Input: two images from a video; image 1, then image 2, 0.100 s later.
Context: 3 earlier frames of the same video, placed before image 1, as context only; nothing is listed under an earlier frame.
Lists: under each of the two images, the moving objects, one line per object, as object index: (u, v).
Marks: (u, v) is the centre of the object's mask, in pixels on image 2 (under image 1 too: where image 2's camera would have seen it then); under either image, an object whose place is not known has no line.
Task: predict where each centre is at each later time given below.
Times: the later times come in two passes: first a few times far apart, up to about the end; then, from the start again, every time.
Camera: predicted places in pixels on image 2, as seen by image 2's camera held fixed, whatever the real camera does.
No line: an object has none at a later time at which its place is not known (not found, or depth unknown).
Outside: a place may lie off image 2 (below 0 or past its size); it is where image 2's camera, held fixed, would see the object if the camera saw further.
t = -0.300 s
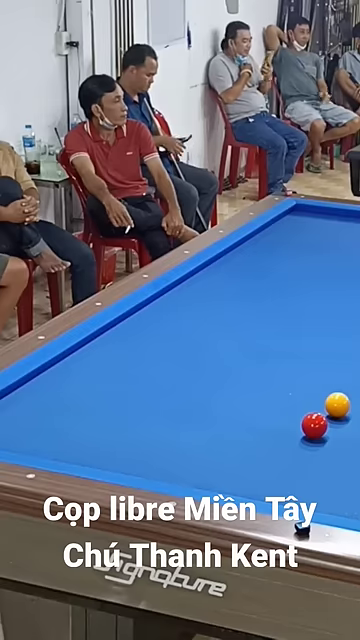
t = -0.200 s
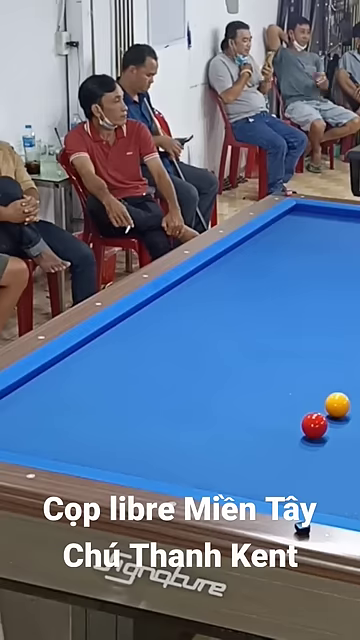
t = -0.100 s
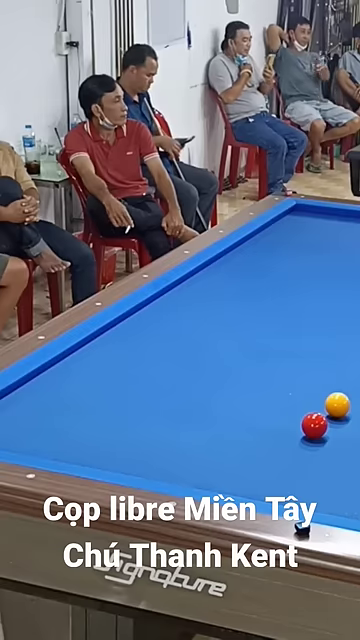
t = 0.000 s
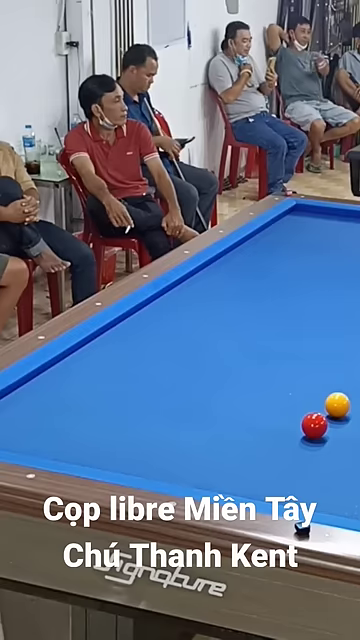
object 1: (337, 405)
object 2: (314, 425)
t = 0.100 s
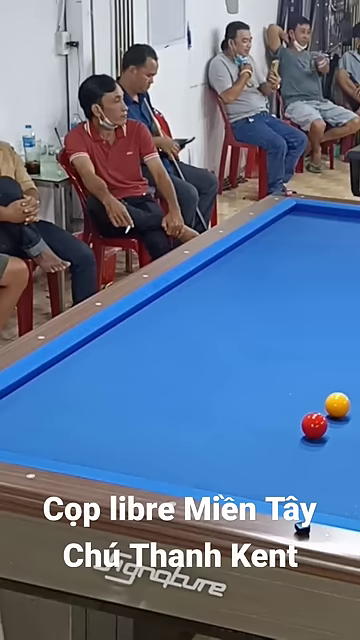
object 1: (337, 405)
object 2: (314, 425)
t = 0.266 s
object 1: (337, 405)
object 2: (314, 425)
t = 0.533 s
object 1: (322, 401)
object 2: (314, 425)
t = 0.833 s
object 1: (302, 396)
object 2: (312, 427)
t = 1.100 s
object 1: (287, 392)
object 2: (304, 429)
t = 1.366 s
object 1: (276, 389)
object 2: (300, 431)
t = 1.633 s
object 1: (267, 386)
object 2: (299, 431)
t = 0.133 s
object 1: (337, 405)
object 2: (314, 425)
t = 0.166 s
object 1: (337, 405)
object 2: (314, 425)
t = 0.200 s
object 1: (337, 405)
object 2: (314, 425)
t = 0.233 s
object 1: (337, 405)
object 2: (314, 425)
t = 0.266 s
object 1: (337, 405)
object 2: (314, 425)
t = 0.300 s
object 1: (337, 405)
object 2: (314, 425)
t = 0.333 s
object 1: (337, 405)
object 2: (314, 425)
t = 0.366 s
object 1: (334, 404)
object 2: (314, 425)
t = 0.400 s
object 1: (331, 403)
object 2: (314, 425)
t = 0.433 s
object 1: (330, 403)
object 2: (314, 425)
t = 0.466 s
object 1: (327, 402)
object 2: (314, 425)
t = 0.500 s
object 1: (324, 401)
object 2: (314, 425)
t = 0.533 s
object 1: (322, 401)
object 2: (314, 425)
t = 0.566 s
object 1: (319, 400)
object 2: (314, 425)
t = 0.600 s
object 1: (316, 399)
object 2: (314, 425)
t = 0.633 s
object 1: (315, 399)
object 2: (314, 425)
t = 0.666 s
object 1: (312, 398)
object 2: (314, 425)
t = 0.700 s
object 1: (309, 398)
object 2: (314, 425)
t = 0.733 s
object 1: (308, 397)
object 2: (314, 426)
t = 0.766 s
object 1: (306, 397)
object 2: (313, 426)
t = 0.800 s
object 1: (303, 396)
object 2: (312, 426)
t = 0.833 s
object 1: (302, 396)
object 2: (312, 427)
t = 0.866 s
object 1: (299, 395)
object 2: (310, 428)
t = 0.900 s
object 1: (297, 394)
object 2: (309, 428)
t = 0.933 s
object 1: (296, 394)
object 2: (309, 428)
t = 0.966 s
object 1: (294, 394)
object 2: (307, 428)
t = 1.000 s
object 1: (292, 393)
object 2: (306, 429)
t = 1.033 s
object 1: (291, 393)
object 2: (306, 429)
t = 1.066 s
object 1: (289, 392)
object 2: (305, 429)
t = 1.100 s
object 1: (287, 392)
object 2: (304, 429)
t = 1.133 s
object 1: (286, 391)
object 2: (304, 429)
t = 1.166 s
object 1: (284, 391)
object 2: (303, 430)
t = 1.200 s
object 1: (282, 390)
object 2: (302, 430)
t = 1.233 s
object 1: (281, 390)
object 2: (302, 431)
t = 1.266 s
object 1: (280, 390)
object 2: (302, 431)
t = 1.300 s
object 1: (278, 389)
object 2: (301, 431)
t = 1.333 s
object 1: (277, 389)
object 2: (301, 431)
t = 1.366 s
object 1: (276, 389)
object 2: (300, 431)
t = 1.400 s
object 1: (275, 388)
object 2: (300, 431)
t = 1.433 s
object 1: (274, 388)
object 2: (300, 431)
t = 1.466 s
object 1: (273, 388)
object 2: (299, 431)
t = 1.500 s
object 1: (271, 387)
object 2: (299, 431)
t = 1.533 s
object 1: (270, 387)
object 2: (299, 431)
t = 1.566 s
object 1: (269, 387)
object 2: (299, 431)
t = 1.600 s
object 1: (268, 386)
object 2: (298, 431)
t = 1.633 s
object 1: (267, 386)
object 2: (299, 431)
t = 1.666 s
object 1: (267, 386)
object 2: (298, 431)
